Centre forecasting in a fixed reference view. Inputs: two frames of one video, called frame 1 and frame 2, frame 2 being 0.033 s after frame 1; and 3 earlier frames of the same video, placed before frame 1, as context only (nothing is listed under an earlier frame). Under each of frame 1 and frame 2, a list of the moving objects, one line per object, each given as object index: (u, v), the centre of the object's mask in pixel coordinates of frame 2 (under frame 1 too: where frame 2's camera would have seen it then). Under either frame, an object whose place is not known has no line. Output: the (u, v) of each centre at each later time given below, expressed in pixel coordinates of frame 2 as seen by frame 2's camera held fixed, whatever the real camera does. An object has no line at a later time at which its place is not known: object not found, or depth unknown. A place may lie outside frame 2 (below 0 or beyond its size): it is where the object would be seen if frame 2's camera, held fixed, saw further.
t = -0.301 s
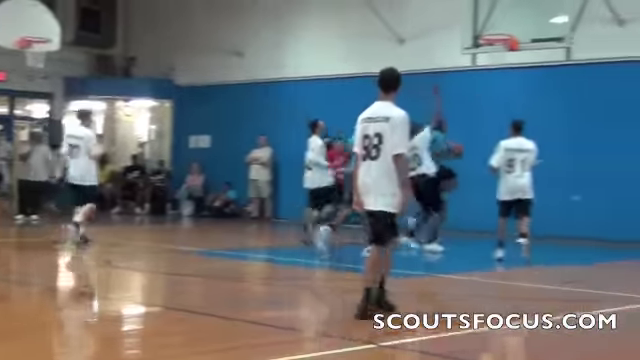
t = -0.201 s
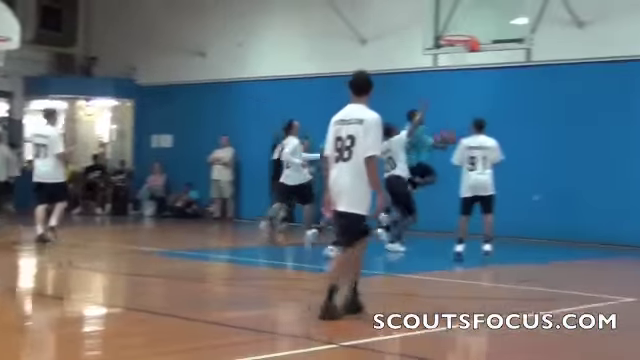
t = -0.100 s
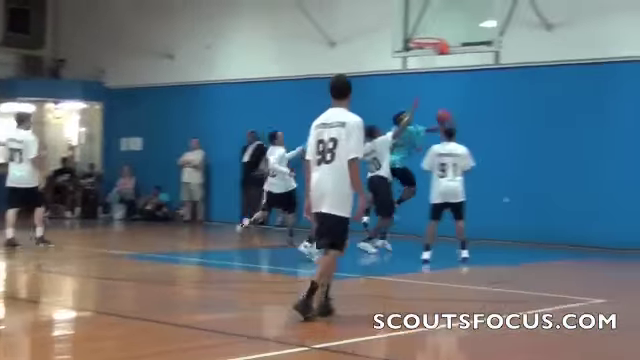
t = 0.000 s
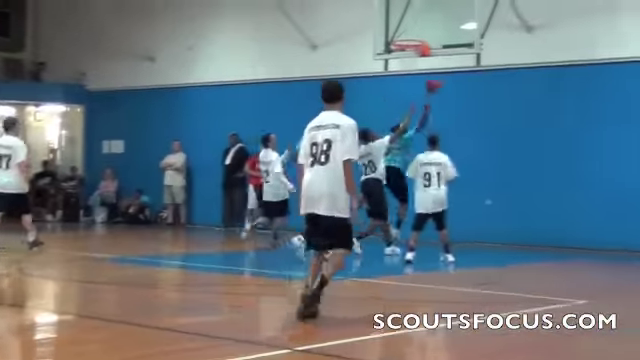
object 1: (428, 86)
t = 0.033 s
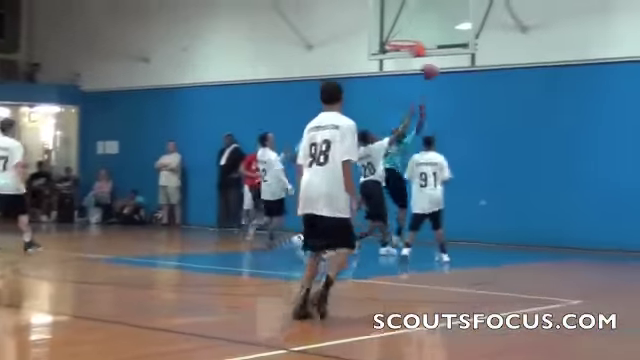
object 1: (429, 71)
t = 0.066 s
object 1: (429, 60)
